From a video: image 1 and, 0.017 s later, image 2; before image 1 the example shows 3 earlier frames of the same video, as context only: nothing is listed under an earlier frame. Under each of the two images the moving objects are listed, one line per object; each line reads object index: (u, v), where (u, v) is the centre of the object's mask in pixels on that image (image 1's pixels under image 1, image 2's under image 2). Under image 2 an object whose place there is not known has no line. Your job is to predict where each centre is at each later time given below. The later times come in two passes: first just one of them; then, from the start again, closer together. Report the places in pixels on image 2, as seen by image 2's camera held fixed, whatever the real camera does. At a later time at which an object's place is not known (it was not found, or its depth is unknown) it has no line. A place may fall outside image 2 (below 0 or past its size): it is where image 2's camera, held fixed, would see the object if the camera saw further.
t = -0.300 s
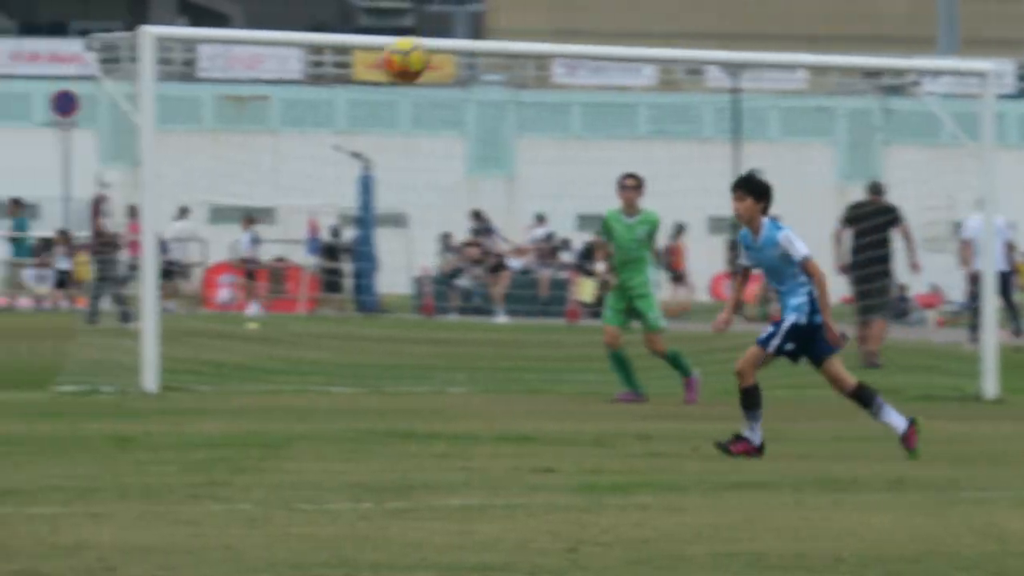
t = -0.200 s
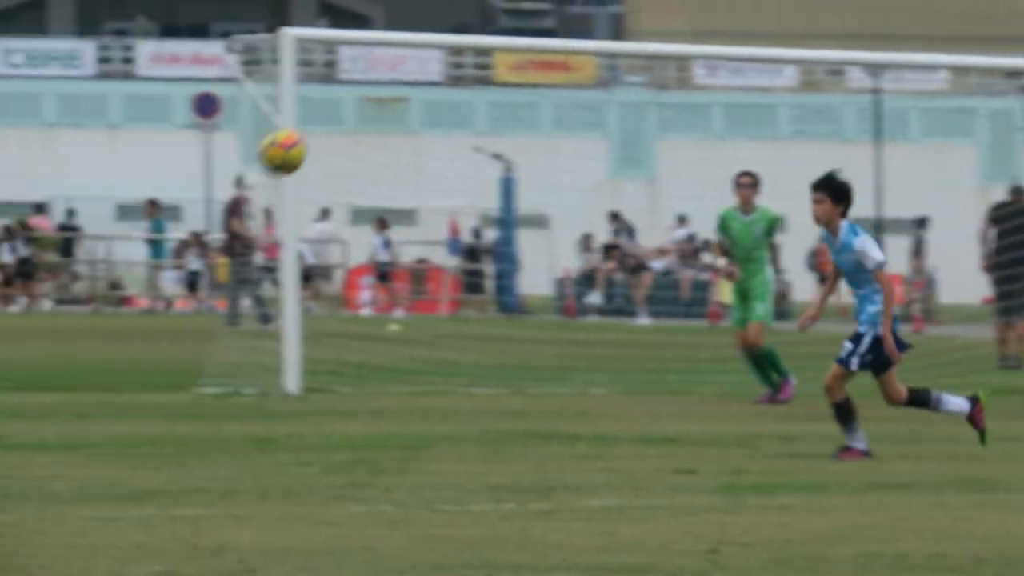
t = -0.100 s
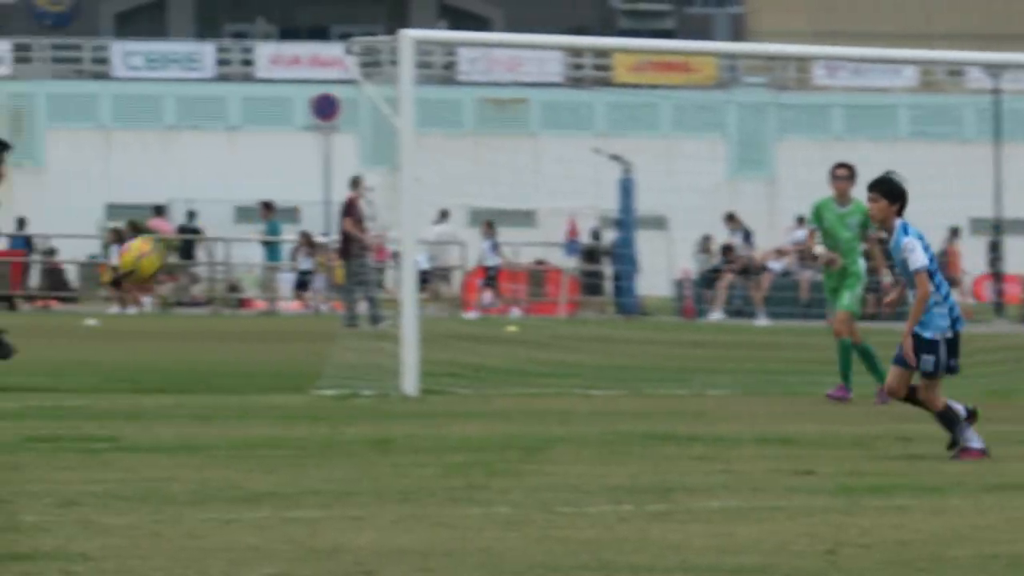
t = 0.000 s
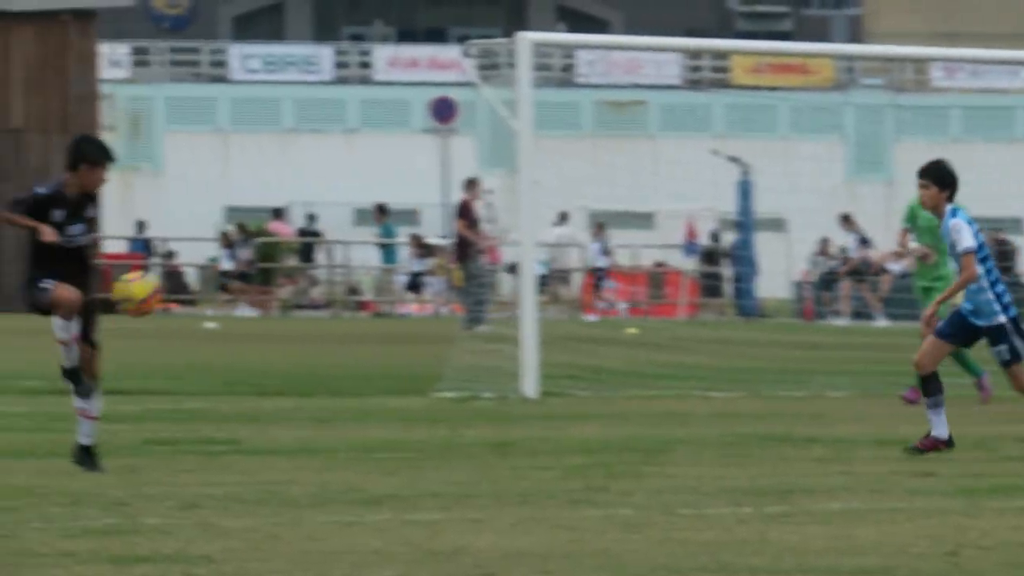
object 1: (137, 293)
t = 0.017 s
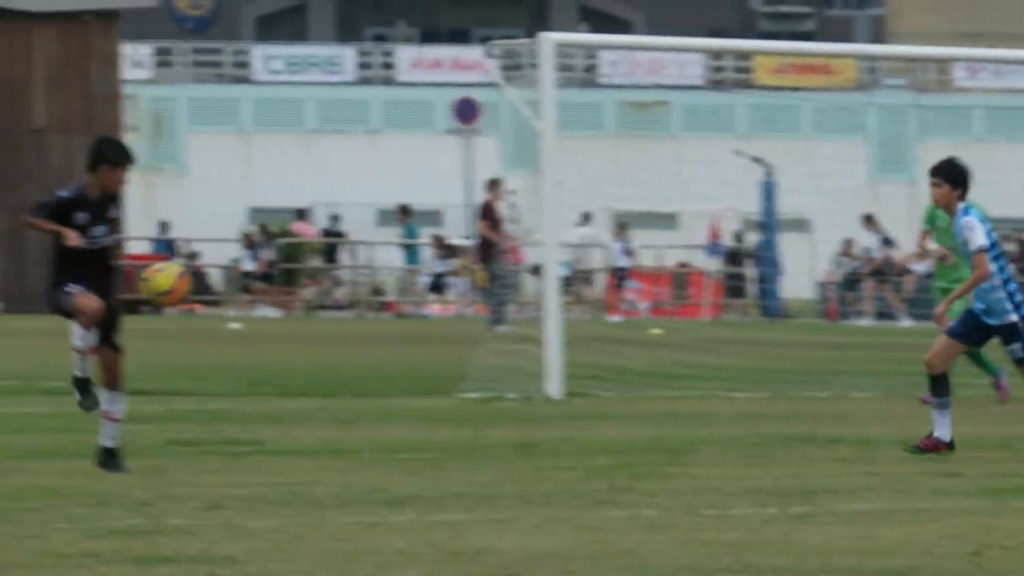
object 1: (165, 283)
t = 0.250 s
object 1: (228, 202)
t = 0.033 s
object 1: (170, 274)
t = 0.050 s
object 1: (174, 264)
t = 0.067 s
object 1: (178, 257)
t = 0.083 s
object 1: (181, 250)
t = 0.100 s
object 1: (186, 243)
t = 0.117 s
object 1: (189, 236)
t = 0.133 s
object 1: (194, 230)
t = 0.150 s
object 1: (200, 224)
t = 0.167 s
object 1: (204, 219)
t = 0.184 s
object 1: (209, 215)
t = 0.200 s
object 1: (213, 212)
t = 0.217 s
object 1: (218, 208)
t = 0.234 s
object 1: (225, 205)
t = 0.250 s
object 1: (228, 202)
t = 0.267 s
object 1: (233, 201)
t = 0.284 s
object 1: (238, 200)
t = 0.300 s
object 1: (242, 200)
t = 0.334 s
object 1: (251, 200)
